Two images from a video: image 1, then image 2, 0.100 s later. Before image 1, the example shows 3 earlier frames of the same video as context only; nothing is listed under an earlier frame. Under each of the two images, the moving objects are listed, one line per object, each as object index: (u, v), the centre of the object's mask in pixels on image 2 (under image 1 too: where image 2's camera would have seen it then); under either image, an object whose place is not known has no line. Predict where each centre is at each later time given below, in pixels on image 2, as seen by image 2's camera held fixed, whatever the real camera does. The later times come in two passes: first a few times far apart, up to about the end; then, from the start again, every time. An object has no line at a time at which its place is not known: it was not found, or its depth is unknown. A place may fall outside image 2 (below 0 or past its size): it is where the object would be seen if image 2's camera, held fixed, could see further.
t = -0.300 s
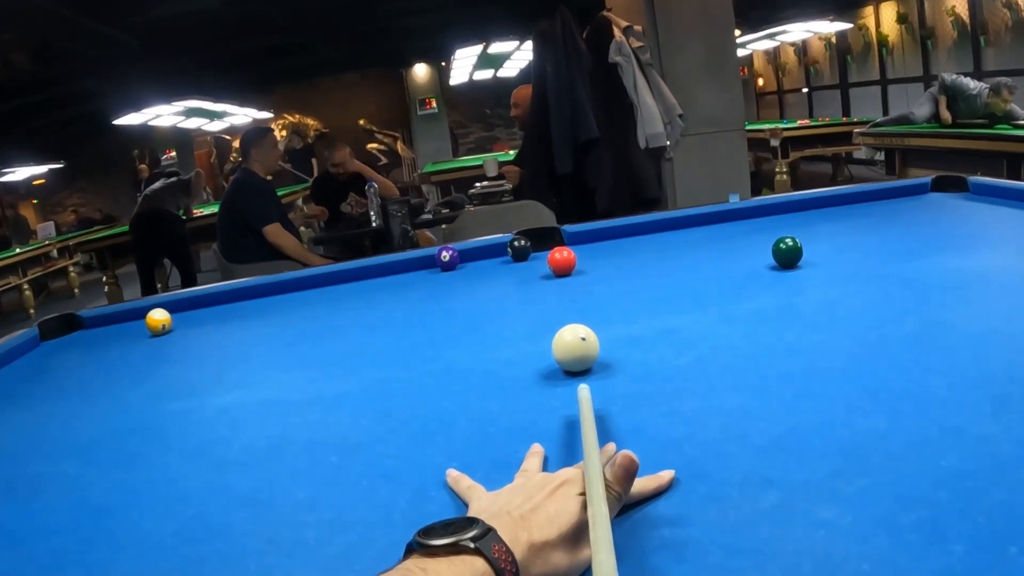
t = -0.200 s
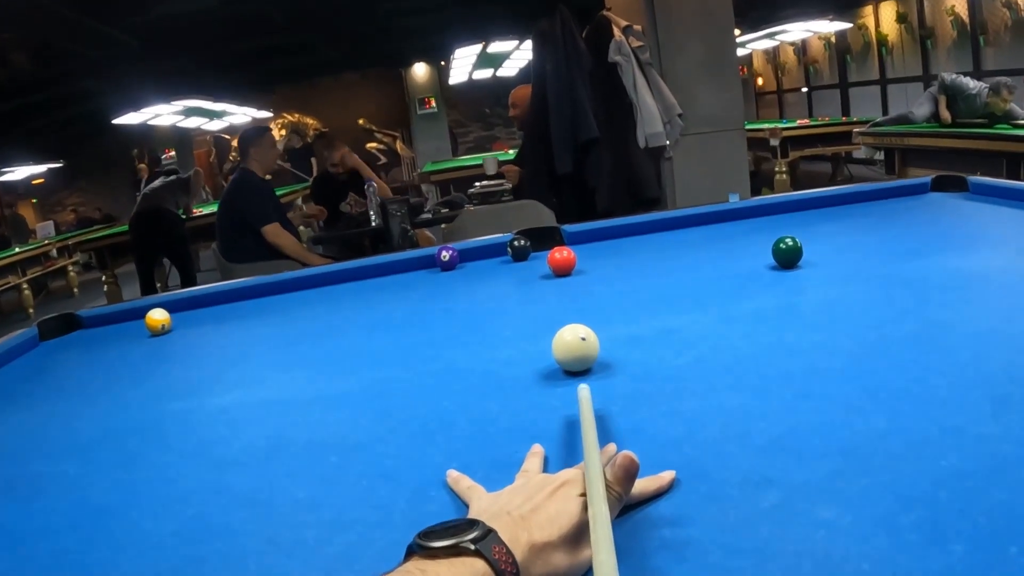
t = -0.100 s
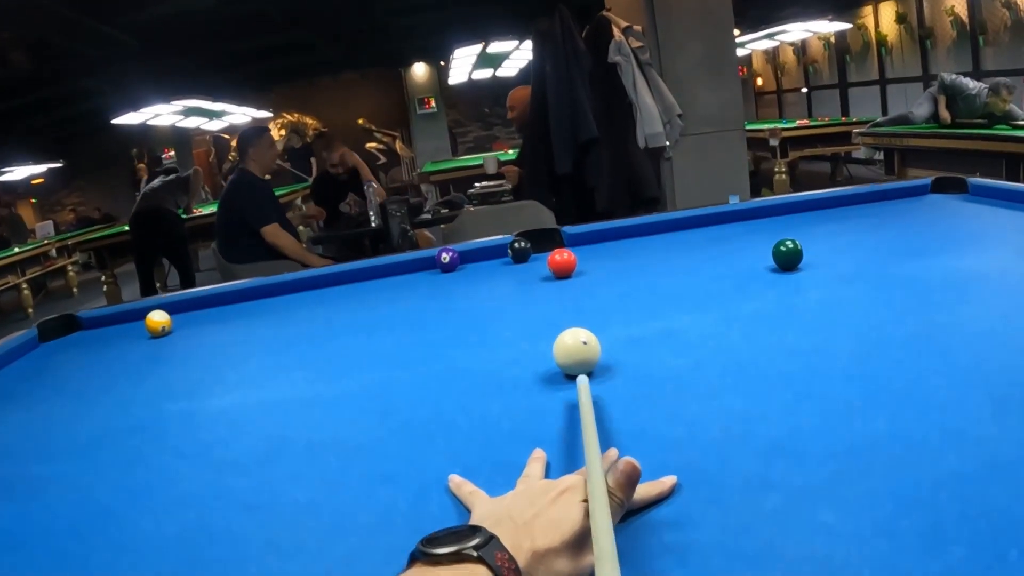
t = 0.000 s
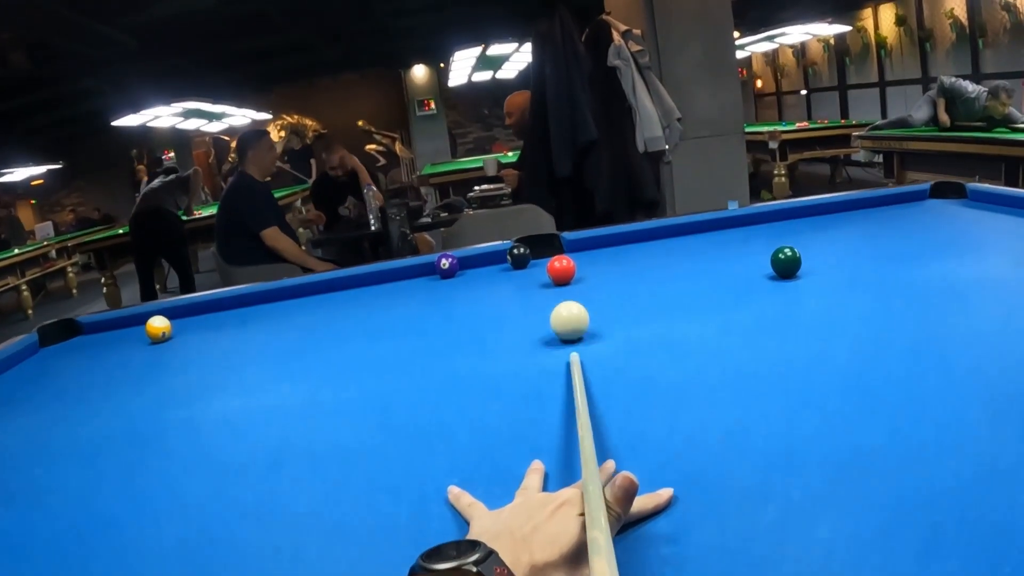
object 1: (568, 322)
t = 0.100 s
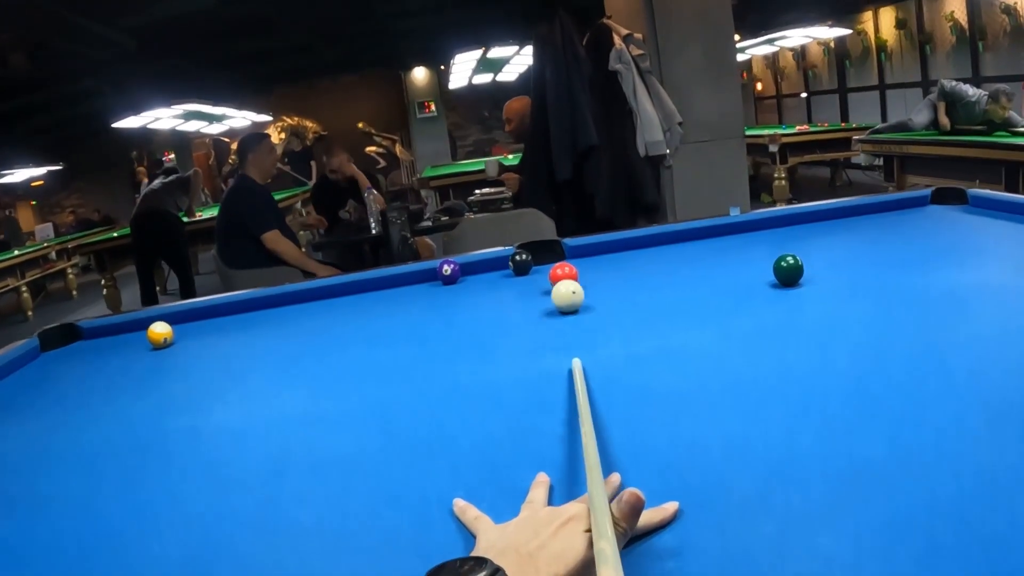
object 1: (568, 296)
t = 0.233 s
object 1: (568, 287)
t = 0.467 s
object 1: (573, 295)
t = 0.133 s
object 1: (567, 289)
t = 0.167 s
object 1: (567, 285)
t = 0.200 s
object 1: (567, 286)
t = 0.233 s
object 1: (568, 287)
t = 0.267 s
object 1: (569, 288)
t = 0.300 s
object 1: (570, 289)
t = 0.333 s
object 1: (570, 290)
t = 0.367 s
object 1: (571, 290)
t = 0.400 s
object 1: (571, 291)
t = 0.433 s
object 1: (572, 293)
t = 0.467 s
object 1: (573, 295)
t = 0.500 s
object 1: (574, 297)
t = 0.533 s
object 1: (575, 300)
